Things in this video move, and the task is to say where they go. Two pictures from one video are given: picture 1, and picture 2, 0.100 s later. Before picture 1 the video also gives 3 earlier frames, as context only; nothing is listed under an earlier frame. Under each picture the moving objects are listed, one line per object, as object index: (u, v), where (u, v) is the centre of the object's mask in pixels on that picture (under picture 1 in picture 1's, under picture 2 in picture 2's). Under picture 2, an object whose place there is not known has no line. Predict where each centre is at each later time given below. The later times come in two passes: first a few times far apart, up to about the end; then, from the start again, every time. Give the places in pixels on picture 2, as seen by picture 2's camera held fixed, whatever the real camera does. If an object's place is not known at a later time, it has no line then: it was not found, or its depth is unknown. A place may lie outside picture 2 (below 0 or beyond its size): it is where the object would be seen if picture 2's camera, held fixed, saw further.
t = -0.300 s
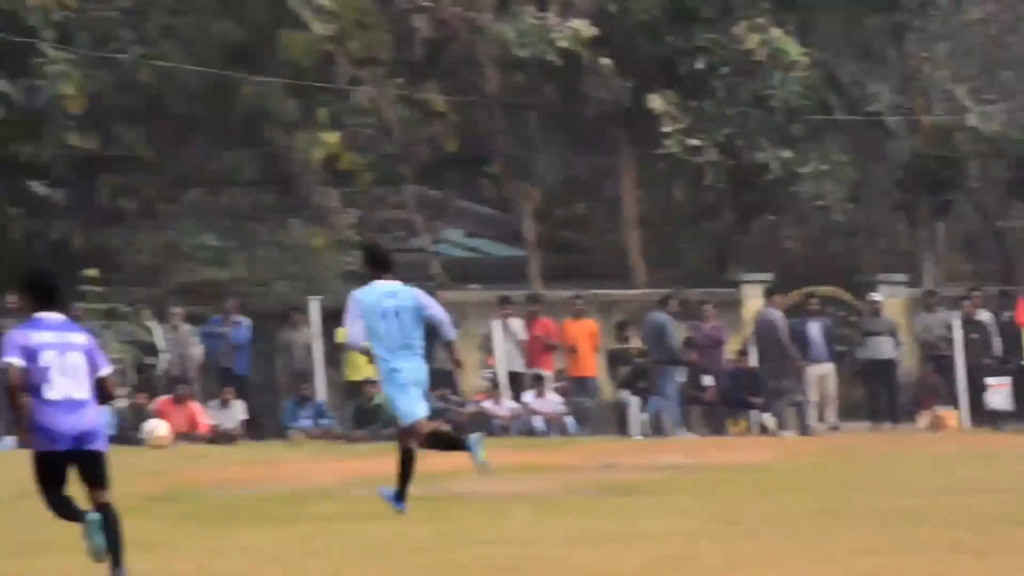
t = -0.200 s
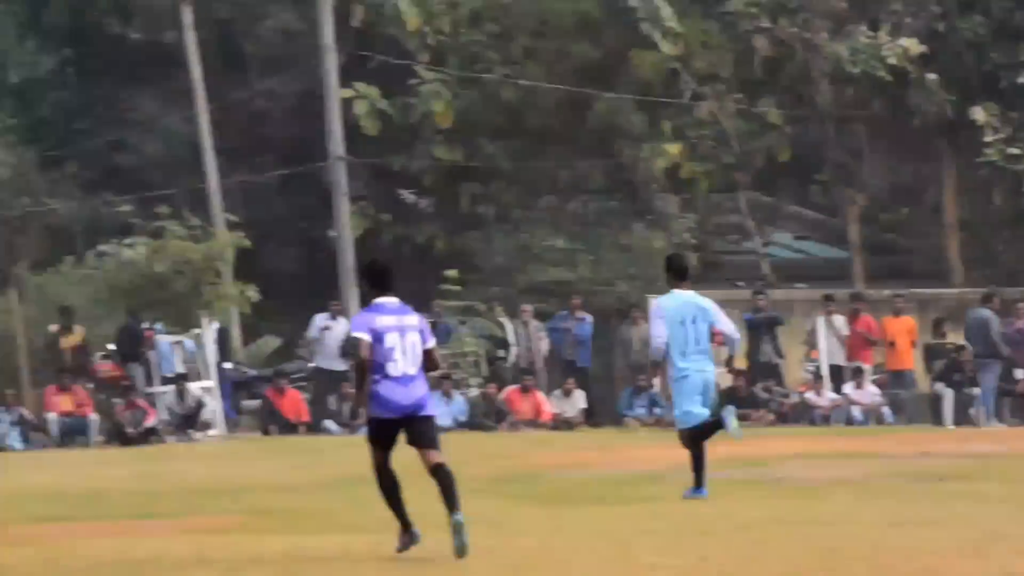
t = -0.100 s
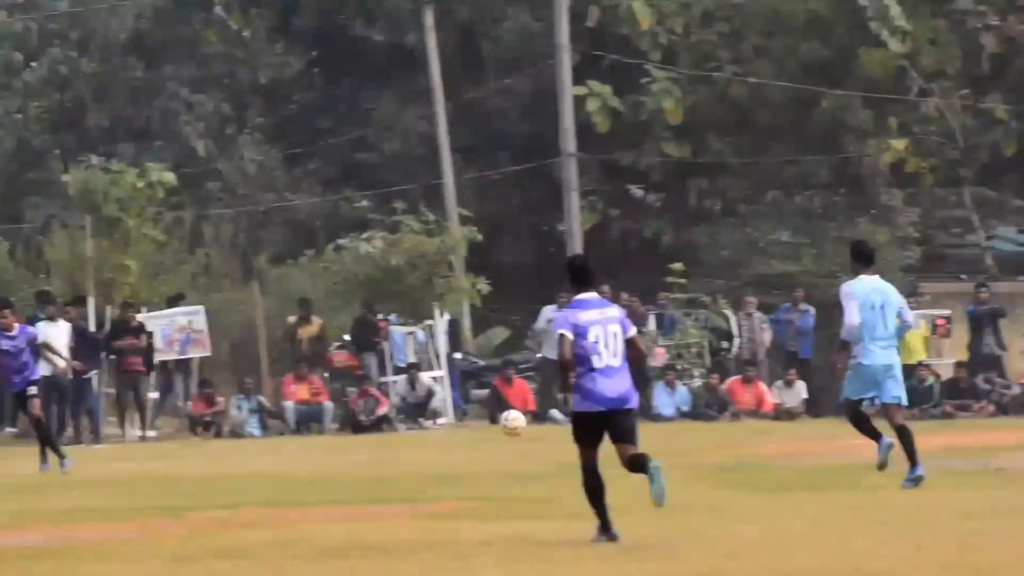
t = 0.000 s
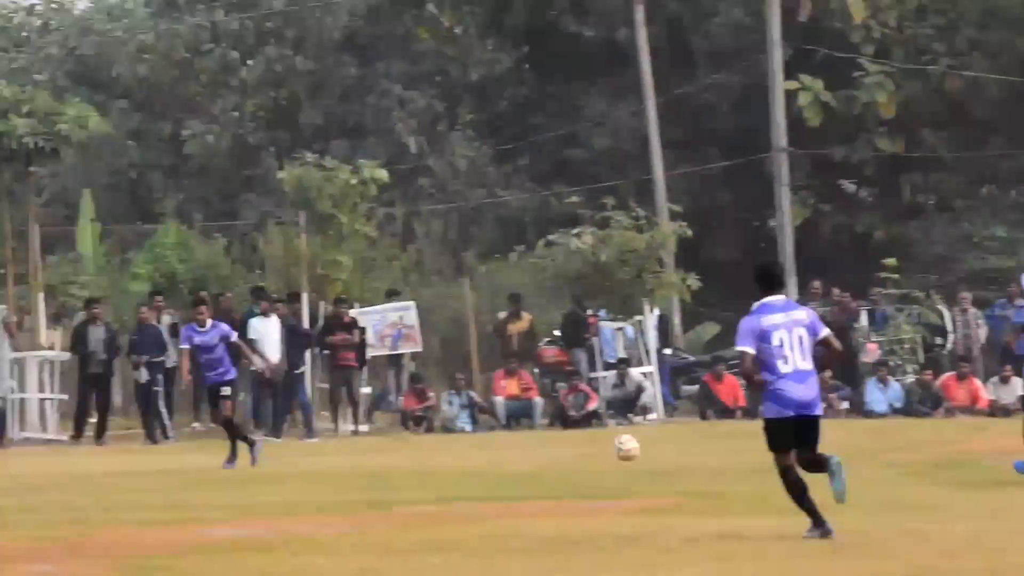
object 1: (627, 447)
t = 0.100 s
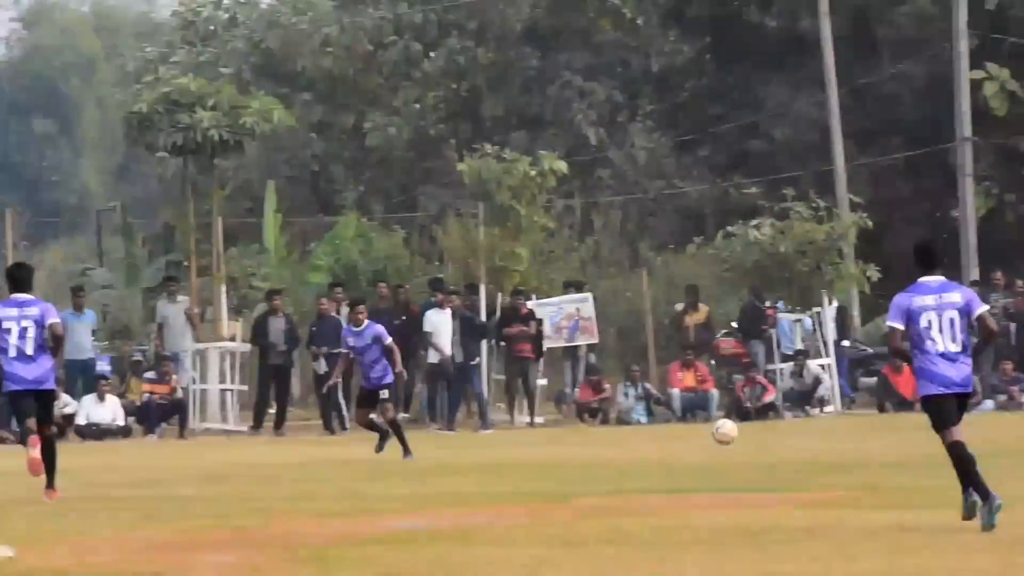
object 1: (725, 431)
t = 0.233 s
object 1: (636, 426)
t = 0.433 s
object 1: (507, 445)
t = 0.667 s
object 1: (366, 454)
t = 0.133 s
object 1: (703, 427)
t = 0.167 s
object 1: (680, 425)
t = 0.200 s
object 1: (660, 425)
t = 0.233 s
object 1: (636, 426)
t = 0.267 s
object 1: (613, 427)
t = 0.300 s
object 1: (591, 431)
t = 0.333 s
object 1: (570, 435)
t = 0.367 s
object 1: (549, 442)
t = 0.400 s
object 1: (529, 447)
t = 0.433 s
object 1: (507, 445)
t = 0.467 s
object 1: (486, 443)
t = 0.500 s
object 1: (465, 442)
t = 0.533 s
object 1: (445, 442)
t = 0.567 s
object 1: (425, 444)
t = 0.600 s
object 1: (405, 446)
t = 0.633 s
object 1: (386, 451)
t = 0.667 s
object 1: (366, 454)
